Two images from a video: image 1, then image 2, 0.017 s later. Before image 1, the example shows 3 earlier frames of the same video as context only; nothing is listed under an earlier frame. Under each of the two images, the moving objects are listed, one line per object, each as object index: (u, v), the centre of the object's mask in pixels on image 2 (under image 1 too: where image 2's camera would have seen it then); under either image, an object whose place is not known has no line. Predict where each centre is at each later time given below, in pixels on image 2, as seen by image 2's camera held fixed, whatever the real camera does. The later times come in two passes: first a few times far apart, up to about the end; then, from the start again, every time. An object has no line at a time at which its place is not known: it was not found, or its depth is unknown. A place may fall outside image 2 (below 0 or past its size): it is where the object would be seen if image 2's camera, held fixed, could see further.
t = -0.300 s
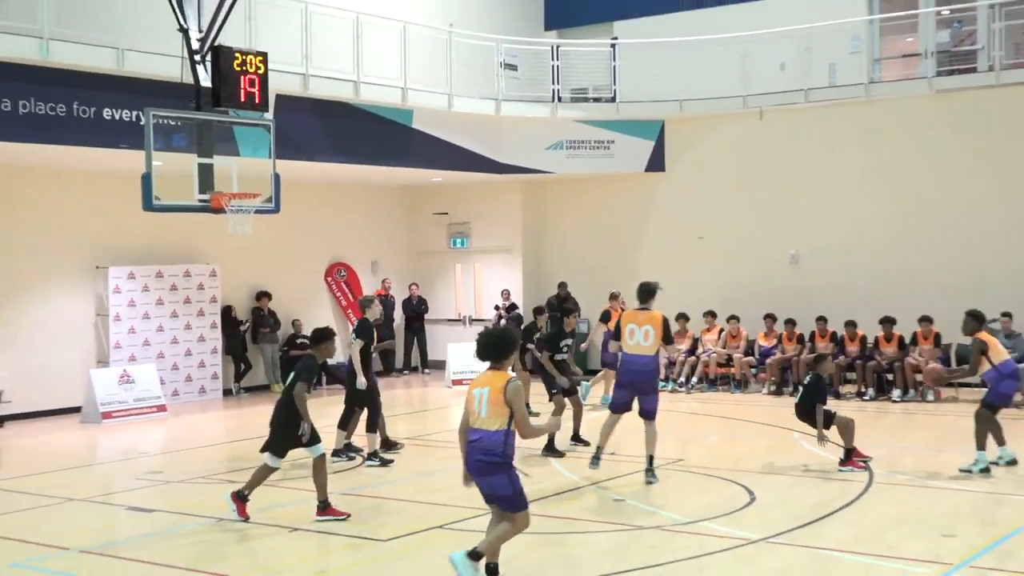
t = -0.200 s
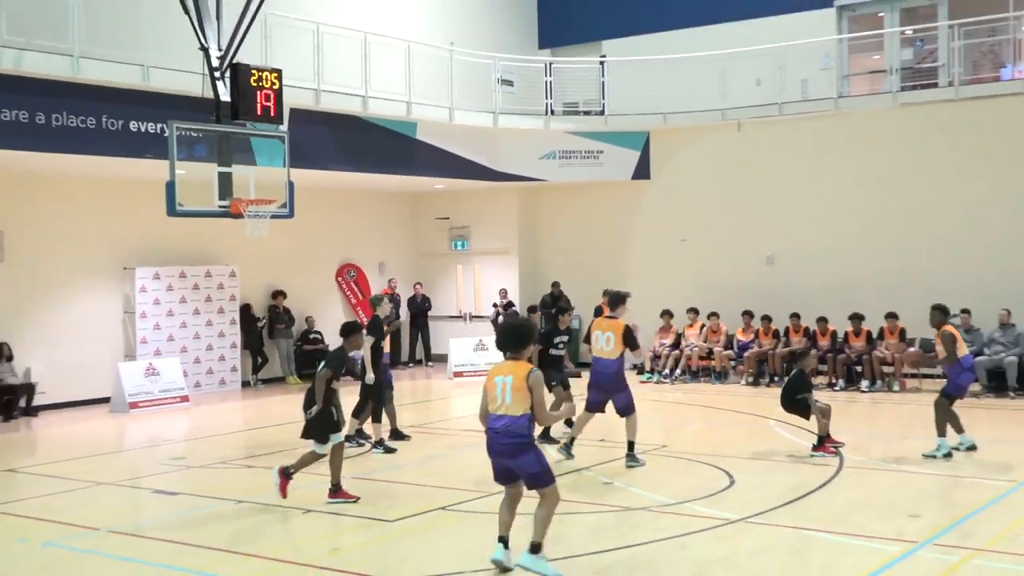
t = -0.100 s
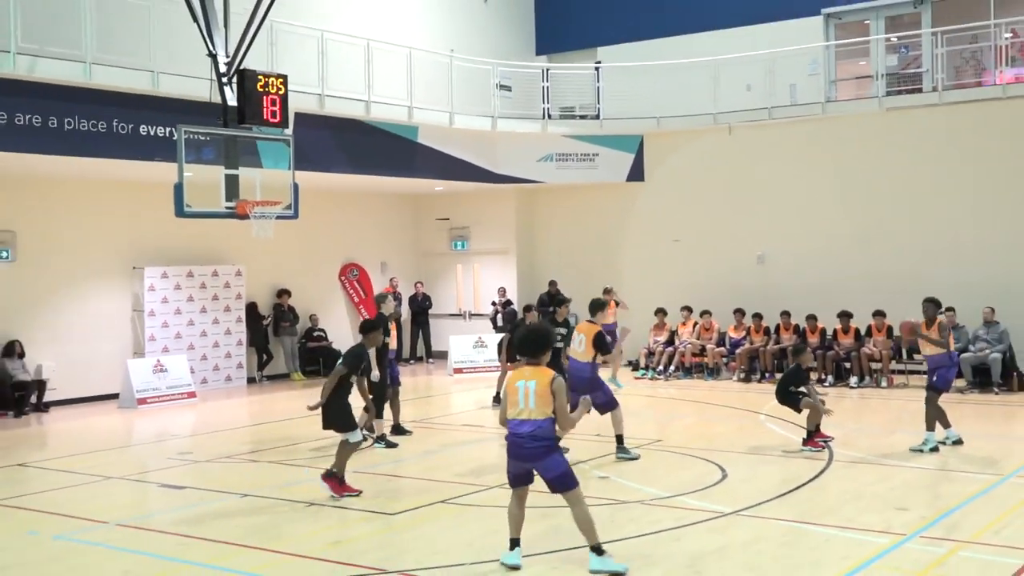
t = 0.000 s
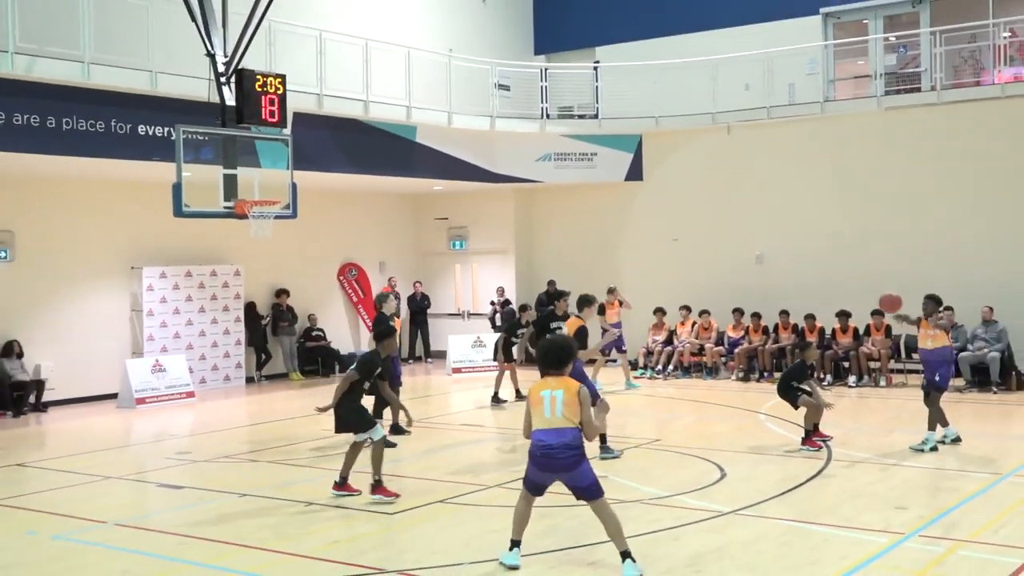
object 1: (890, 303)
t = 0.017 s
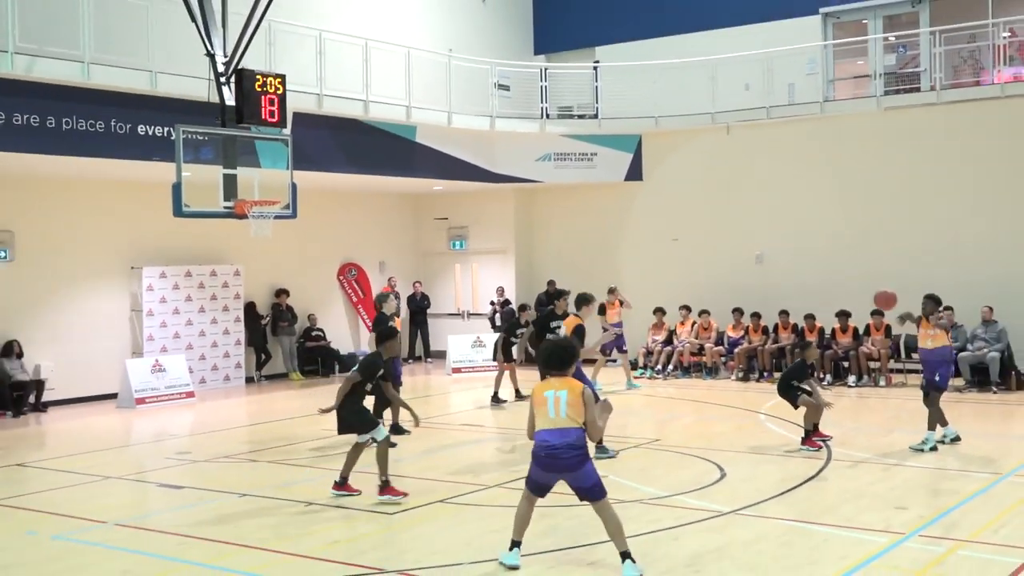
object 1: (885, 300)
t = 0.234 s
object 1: (813, 279)
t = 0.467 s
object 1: (713, 309)
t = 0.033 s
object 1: (880, 297)
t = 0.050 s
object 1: (875, 295)
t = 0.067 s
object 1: (870, 292)
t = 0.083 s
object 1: (865, 290)
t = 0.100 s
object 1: (860, 288)
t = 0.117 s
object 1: (854, 286)
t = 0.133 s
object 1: (849, 284)
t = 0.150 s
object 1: (843, 283)
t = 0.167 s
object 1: (837, 281)
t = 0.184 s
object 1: (831, 280)
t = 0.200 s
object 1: (825, 280)
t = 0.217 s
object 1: (819, 279)
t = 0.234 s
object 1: (813, 279)
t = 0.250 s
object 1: (807, 279)
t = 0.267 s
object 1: (801, 279)
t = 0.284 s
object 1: (794, 280)
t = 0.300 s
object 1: (788, 281)
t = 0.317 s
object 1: (781, 282)
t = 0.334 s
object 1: (774, 284)
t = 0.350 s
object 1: (767, 286)
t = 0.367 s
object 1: (760, 288)
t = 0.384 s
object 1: (752, 291)
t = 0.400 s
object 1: (745, 294)
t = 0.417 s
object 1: (737, 297)
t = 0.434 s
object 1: (729, 300)
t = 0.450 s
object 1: (721, 304)
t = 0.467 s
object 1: (713, 309)
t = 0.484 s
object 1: (705, 314)
